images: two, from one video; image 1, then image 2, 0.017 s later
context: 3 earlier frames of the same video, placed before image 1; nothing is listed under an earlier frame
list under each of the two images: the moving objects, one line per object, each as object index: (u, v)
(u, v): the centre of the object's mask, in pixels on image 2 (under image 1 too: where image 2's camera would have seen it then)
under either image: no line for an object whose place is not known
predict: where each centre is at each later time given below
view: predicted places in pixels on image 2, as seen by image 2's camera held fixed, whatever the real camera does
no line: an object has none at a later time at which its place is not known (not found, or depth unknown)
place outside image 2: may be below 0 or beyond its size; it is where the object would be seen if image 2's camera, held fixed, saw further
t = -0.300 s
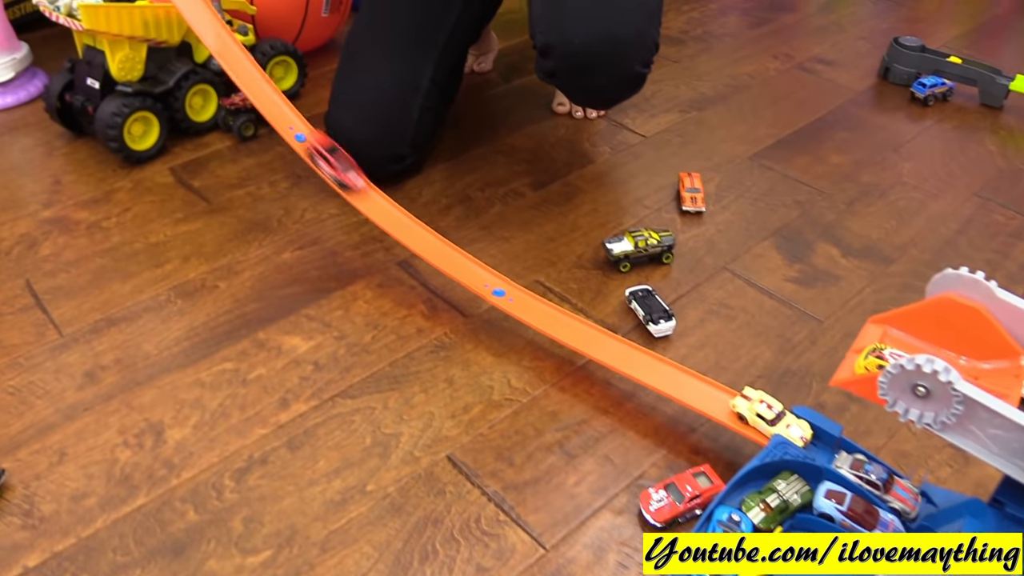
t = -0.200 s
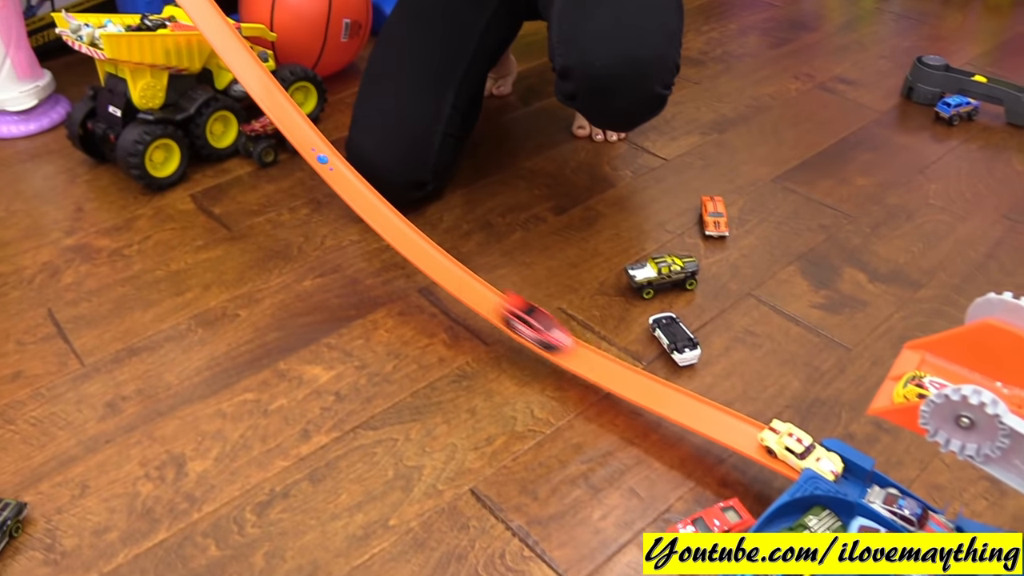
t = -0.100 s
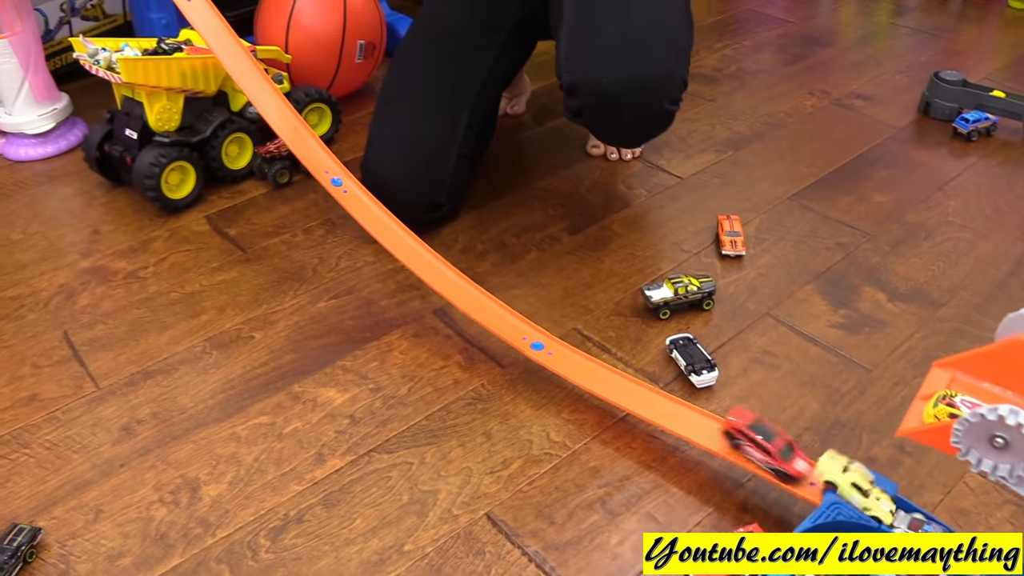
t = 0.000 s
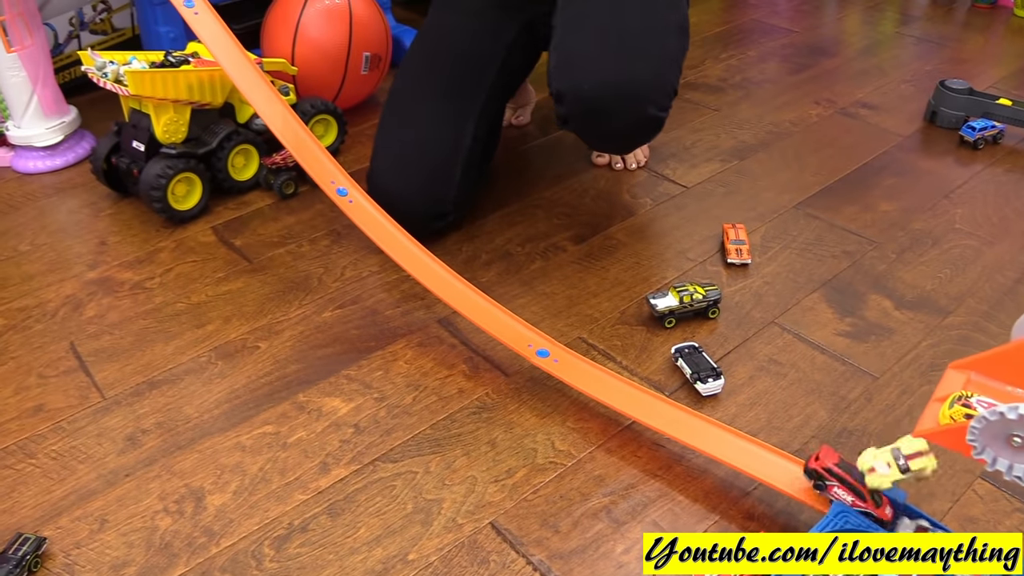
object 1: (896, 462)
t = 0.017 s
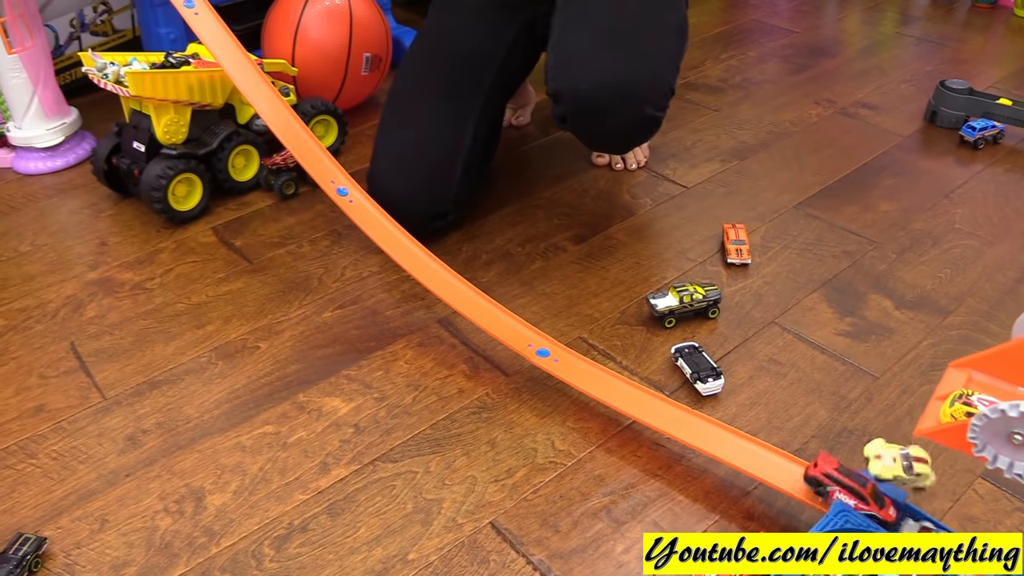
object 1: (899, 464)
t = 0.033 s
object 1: (903, 467)
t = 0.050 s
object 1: (908, 475)
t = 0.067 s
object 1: (914, 479)
